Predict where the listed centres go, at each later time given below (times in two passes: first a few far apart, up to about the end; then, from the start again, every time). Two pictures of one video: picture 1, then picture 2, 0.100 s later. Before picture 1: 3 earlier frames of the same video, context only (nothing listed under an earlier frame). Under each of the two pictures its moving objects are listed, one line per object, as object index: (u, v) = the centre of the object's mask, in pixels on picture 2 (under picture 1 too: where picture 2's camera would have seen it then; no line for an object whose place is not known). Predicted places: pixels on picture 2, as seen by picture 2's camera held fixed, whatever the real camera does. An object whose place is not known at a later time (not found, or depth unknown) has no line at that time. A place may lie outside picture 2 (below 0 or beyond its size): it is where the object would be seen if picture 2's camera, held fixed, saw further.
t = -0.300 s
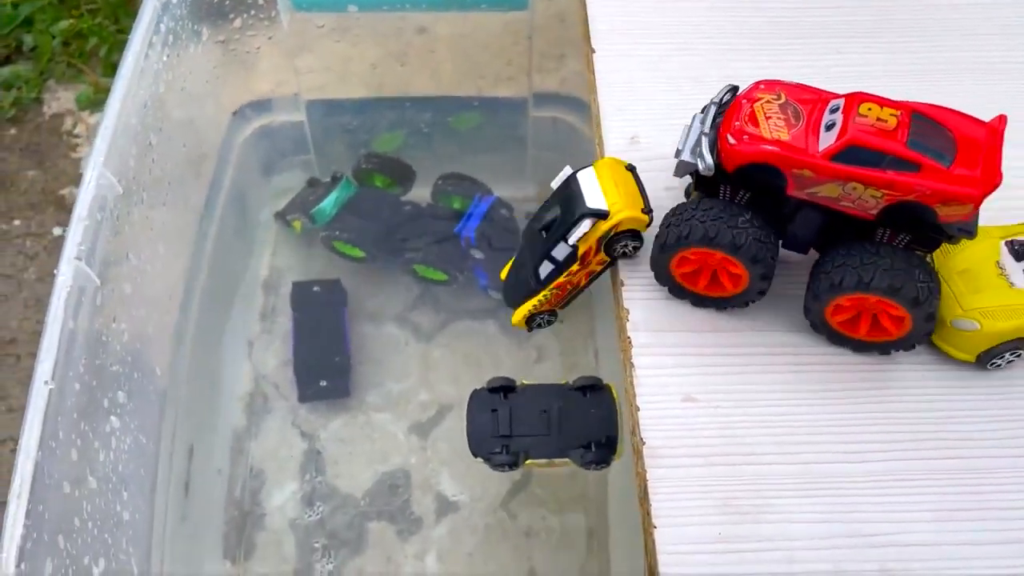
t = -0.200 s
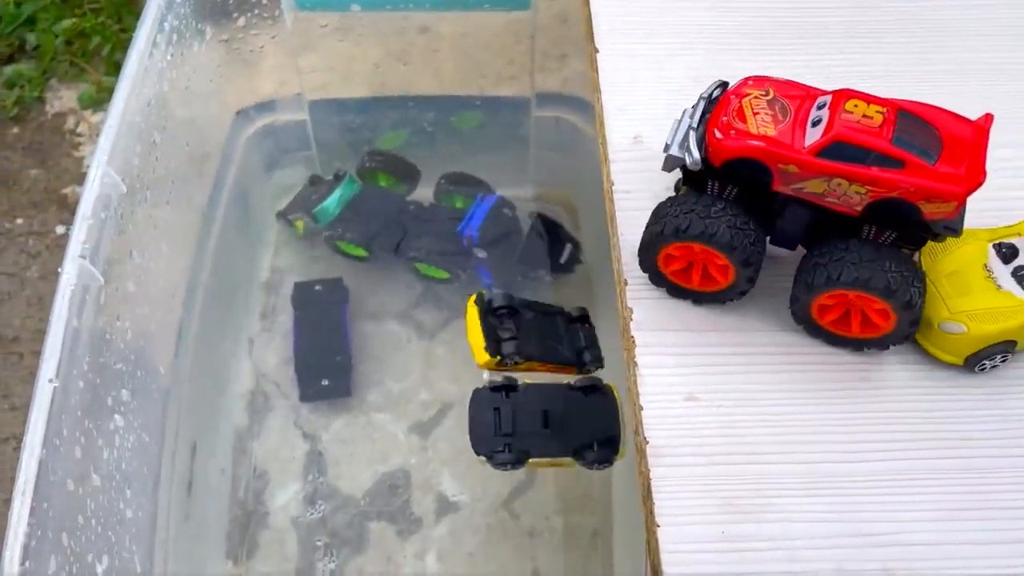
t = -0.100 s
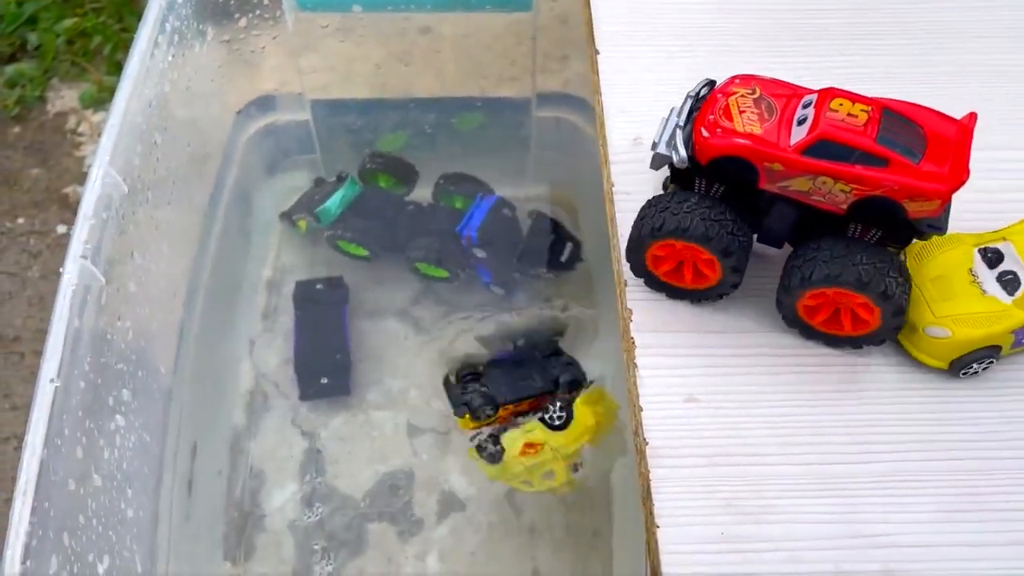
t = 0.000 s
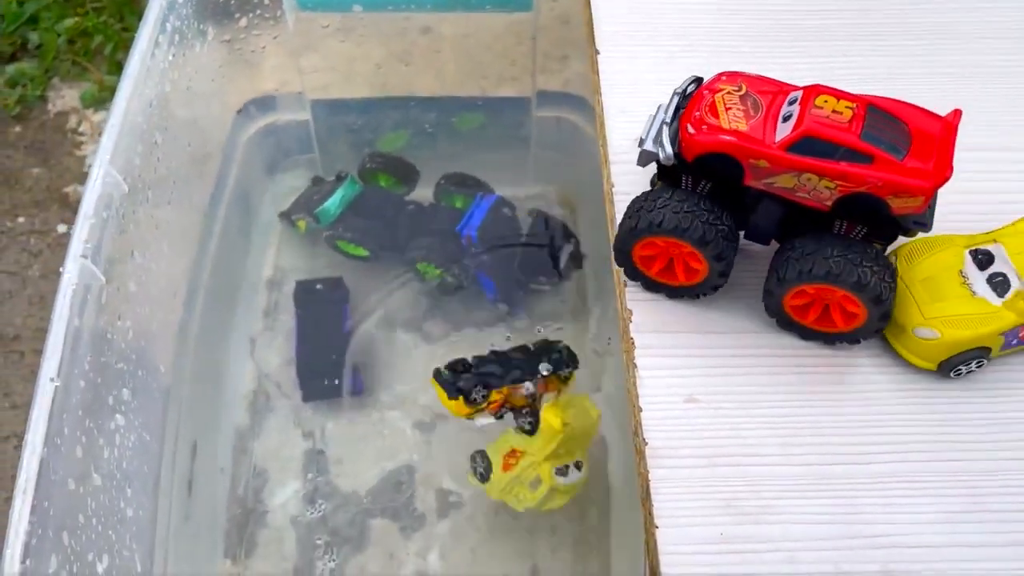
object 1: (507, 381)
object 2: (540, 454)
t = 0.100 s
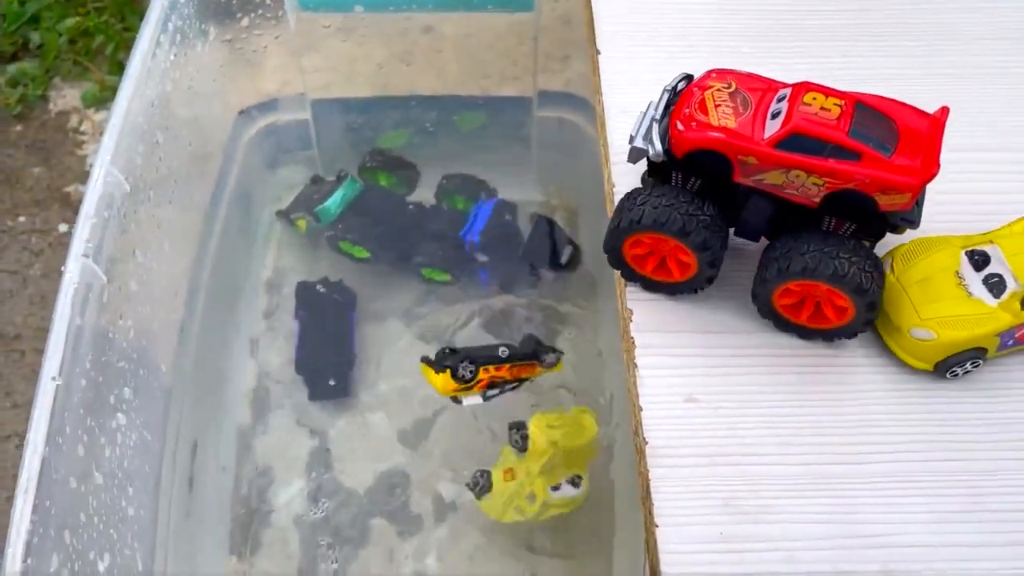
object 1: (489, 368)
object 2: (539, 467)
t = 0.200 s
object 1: (486, 365)
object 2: (538, 483)
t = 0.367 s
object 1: (491, 375)
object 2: (546, 501)
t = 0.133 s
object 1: (487, 367)
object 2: (540, 471)
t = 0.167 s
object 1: (486, 366)
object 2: (538, 478)
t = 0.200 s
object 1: (486, 365)
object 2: (538, 483)
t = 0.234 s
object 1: (486, 366)
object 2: (537, 488)
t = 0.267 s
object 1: (486, 367)
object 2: (540, 493)
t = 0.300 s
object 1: (484, 368)
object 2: (543, 496)
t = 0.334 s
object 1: (489, 370)
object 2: (544, 499)
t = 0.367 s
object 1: (491, 375)
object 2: (546, 501)
